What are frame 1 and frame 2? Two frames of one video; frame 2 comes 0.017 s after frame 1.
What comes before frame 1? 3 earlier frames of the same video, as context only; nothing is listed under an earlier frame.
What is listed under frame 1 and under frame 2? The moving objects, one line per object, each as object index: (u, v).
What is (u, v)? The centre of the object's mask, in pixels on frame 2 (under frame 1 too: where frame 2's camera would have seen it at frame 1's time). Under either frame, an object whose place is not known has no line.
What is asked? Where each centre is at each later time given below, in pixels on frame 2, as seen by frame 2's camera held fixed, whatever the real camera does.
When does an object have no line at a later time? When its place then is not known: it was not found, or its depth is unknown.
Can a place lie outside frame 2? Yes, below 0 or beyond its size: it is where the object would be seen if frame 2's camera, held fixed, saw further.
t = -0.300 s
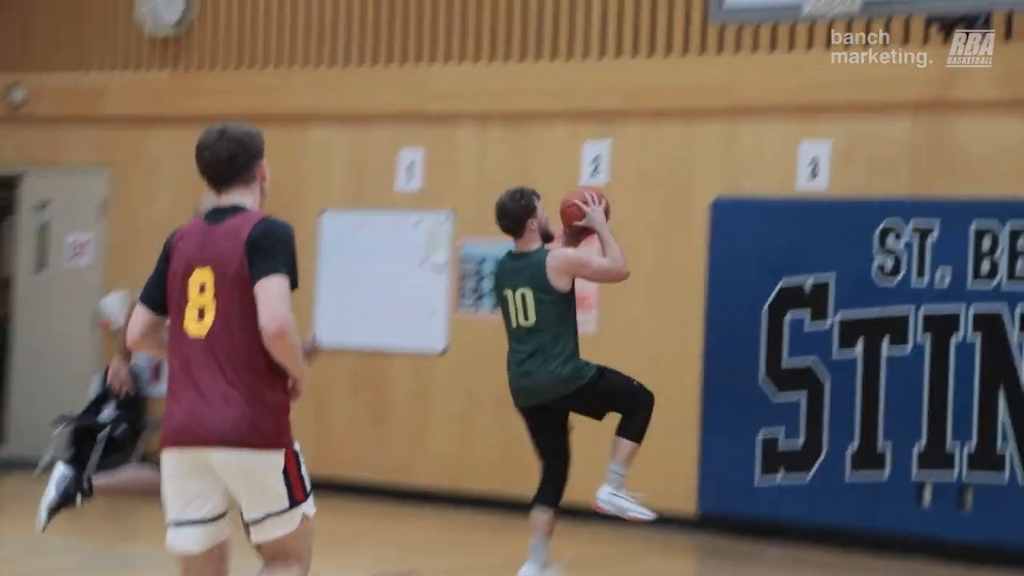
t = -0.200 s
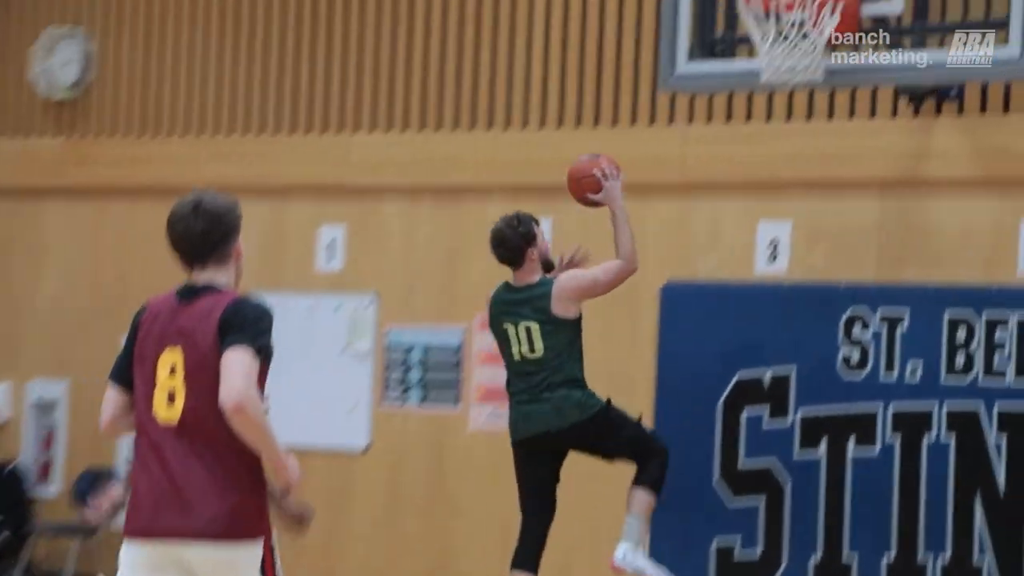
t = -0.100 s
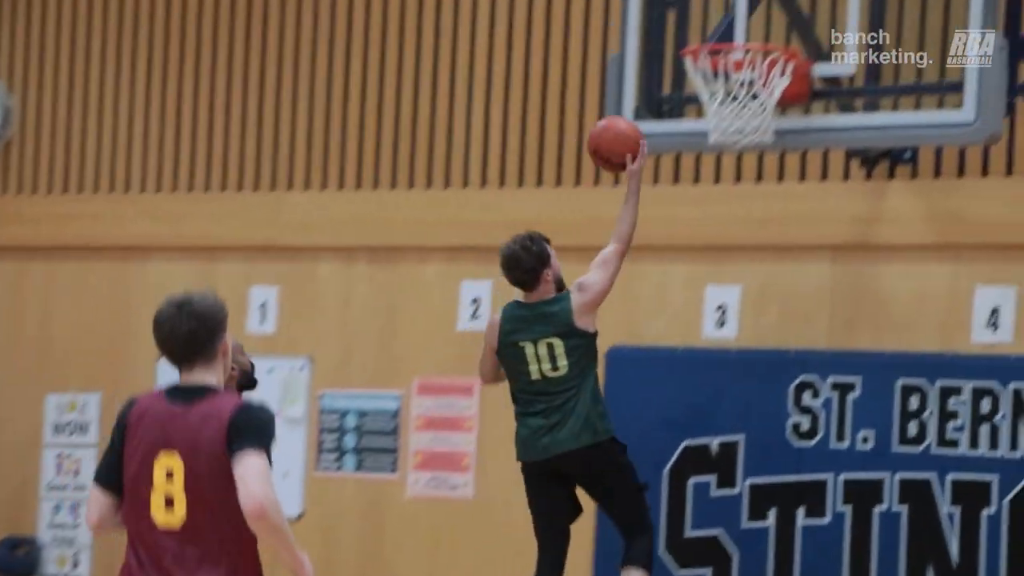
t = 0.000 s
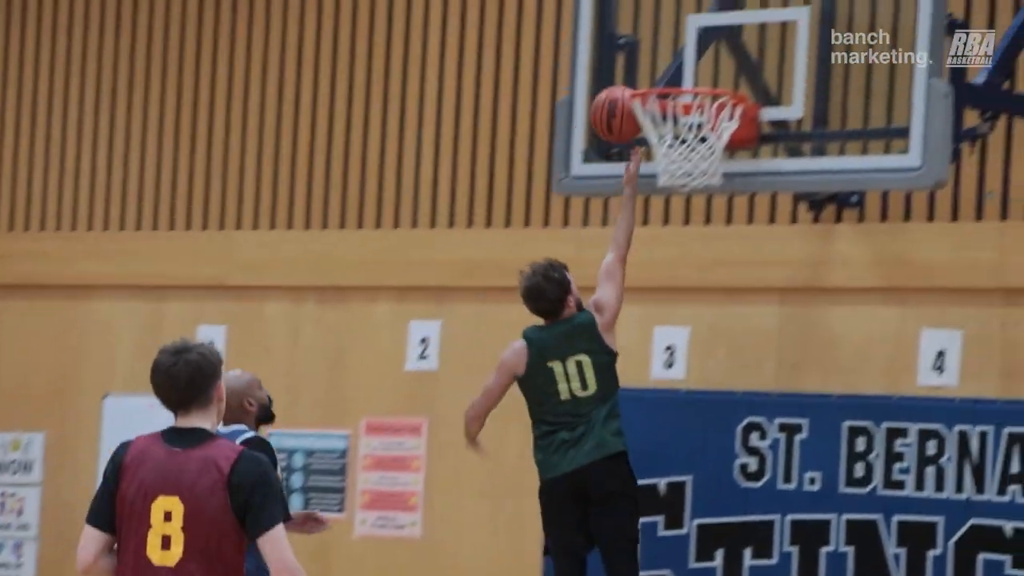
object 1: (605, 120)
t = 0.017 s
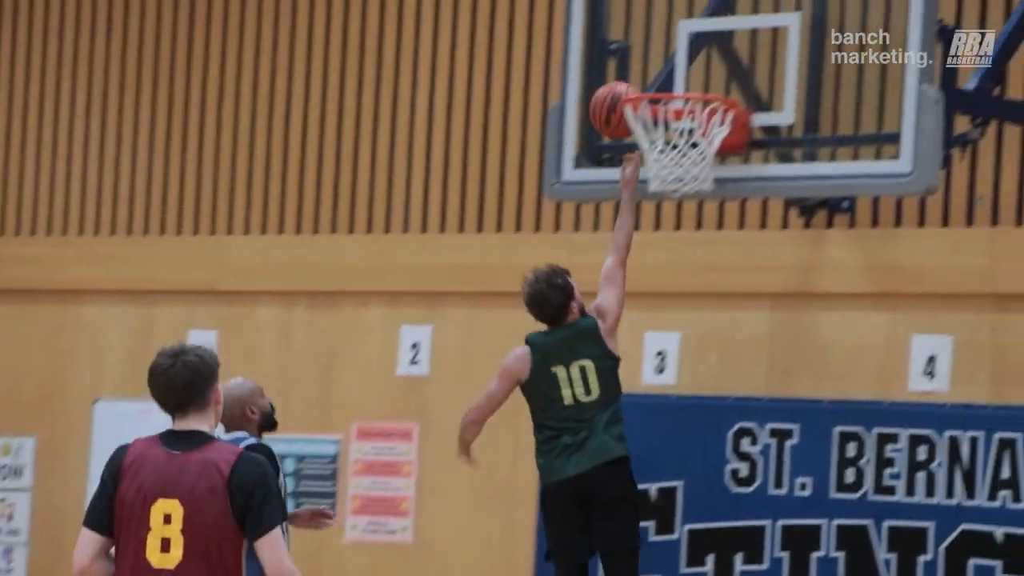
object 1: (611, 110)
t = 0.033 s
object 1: (619, 97)
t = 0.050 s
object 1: (630, 86)
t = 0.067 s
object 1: (641, 78)
